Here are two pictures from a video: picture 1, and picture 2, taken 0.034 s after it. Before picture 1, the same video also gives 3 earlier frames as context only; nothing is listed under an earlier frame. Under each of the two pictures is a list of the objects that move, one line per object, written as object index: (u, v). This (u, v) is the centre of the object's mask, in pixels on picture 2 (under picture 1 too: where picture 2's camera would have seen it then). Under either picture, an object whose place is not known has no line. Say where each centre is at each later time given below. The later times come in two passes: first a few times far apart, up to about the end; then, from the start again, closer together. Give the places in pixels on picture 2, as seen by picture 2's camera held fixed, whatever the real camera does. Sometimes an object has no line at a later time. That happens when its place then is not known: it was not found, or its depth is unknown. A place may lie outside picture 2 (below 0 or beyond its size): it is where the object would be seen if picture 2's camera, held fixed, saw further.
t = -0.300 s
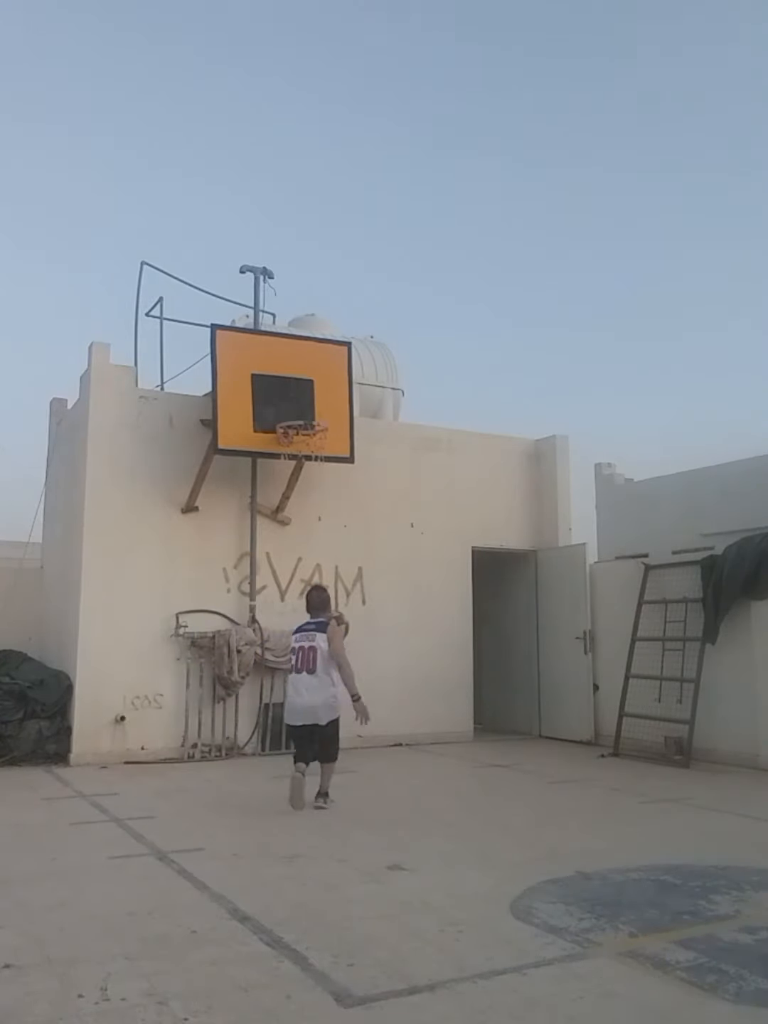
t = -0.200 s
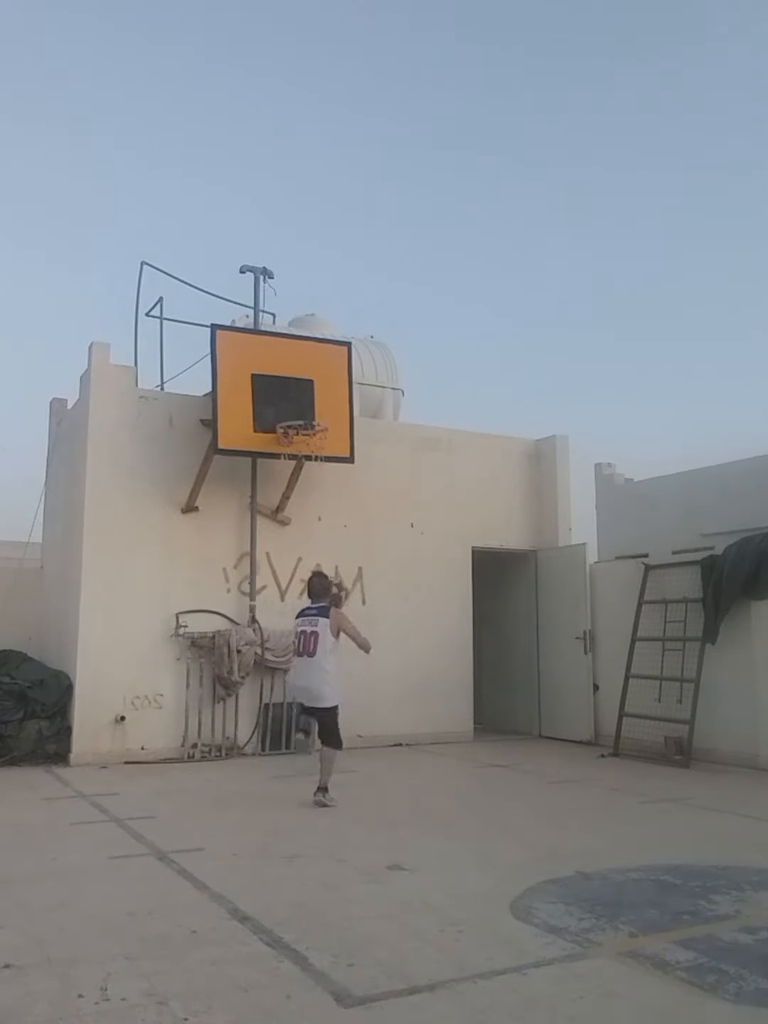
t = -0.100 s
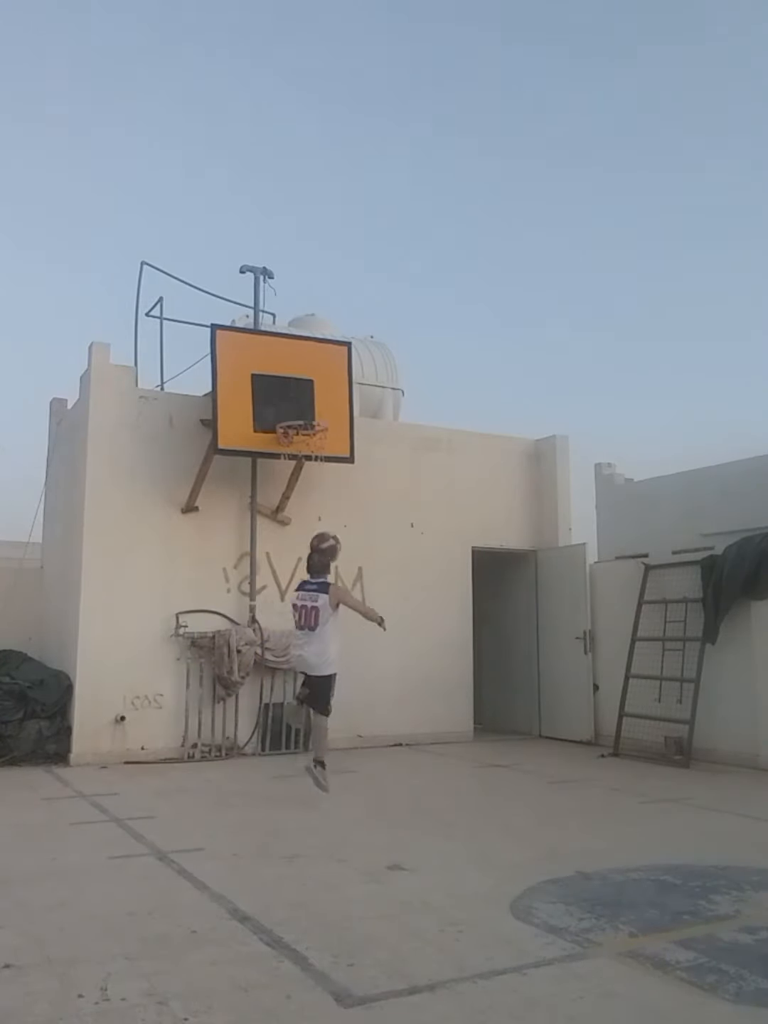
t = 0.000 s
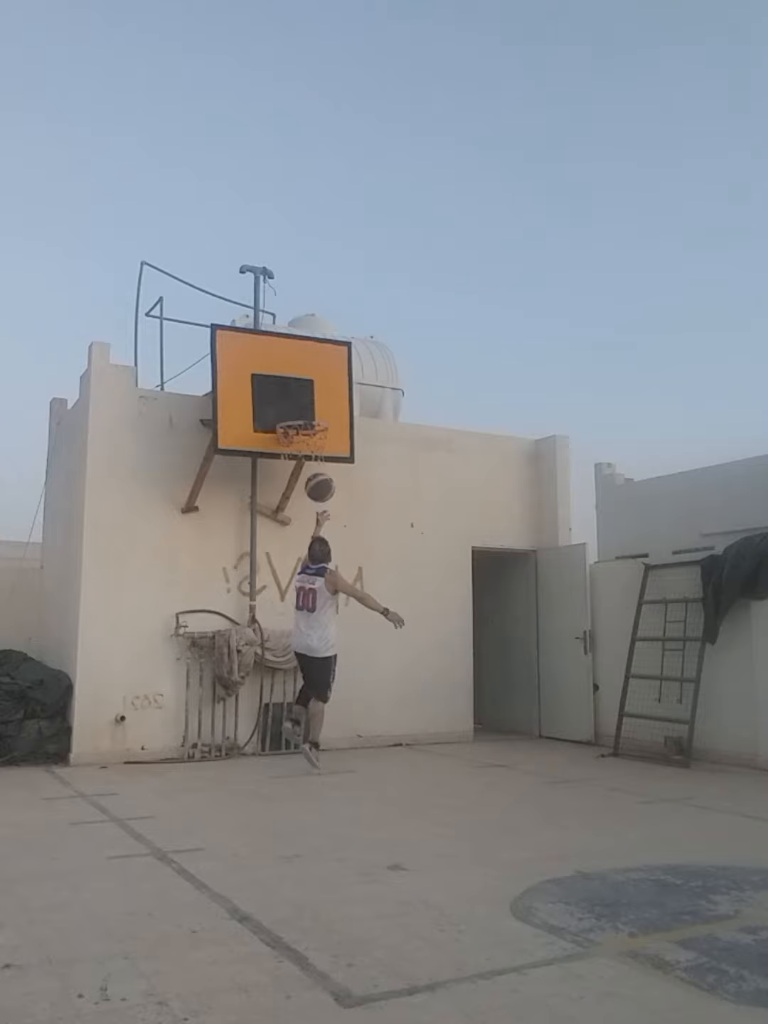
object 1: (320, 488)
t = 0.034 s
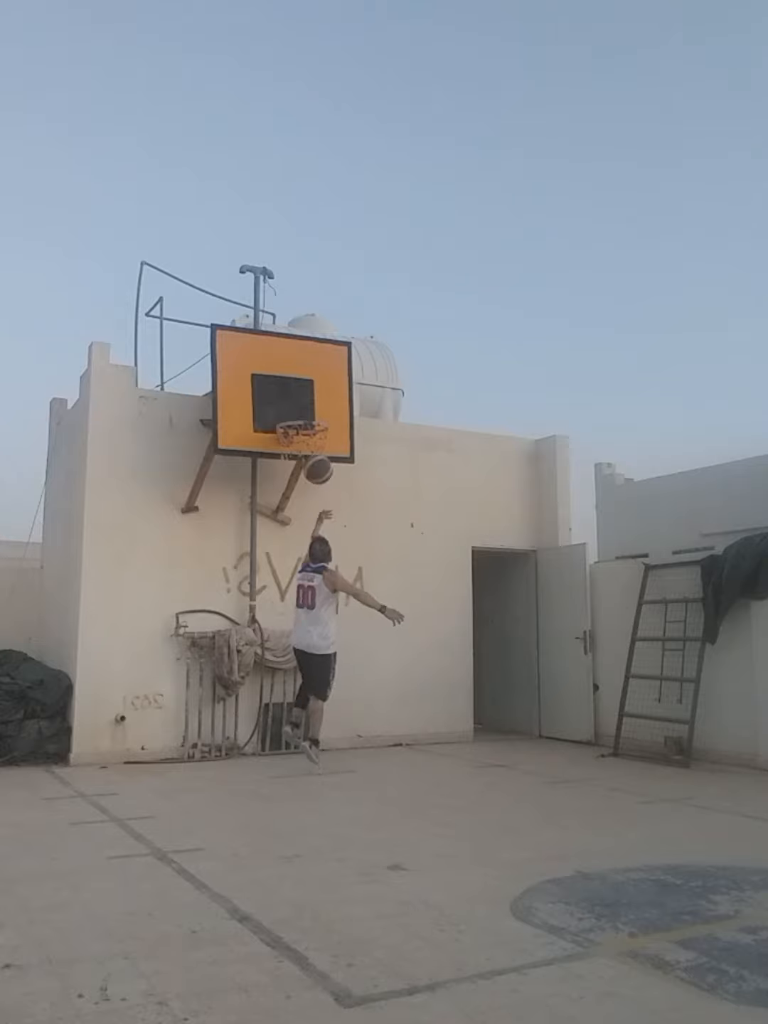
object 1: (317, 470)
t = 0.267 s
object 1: (307, 386)
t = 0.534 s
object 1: (294, 372)
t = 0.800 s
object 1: (301, 406)
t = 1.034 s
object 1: (314, 476)
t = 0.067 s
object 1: (316, 453)
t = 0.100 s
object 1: (315, 437)
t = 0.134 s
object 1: (313, 425)
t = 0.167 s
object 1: (311, 414)
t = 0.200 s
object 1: (310, 403)
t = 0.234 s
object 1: (308, 394)
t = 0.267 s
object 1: (307, 386)
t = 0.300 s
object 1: (305, 381)
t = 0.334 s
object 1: (303, 377)
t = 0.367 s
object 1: (302, 373)
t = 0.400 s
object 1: (300, 371)
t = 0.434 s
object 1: (299, 370)
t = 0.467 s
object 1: (297, 370)
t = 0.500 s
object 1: (295, 370)
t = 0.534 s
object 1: (294, 372)
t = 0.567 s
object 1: (293, 375)
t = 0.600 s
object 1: (291, 380)
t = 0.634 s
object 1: (288, 387)
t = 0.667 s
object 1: (287, 393)
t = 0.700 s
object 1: (289, 395)
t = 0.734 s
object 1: (292, 399)
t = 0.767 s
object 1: (298, 400)
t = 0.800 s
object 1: (301, 406)
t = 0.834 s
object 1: (304, 414)
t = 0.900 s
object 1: (304, 432)
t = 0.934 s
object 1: (307, 442)
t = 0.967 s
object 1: (310, 452)
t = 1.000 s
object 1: (313, 463)
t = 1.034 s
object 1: (314, 476)
